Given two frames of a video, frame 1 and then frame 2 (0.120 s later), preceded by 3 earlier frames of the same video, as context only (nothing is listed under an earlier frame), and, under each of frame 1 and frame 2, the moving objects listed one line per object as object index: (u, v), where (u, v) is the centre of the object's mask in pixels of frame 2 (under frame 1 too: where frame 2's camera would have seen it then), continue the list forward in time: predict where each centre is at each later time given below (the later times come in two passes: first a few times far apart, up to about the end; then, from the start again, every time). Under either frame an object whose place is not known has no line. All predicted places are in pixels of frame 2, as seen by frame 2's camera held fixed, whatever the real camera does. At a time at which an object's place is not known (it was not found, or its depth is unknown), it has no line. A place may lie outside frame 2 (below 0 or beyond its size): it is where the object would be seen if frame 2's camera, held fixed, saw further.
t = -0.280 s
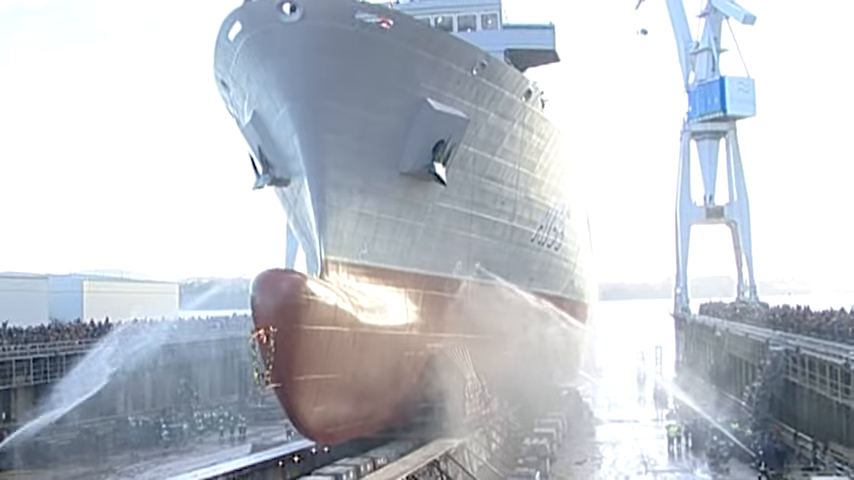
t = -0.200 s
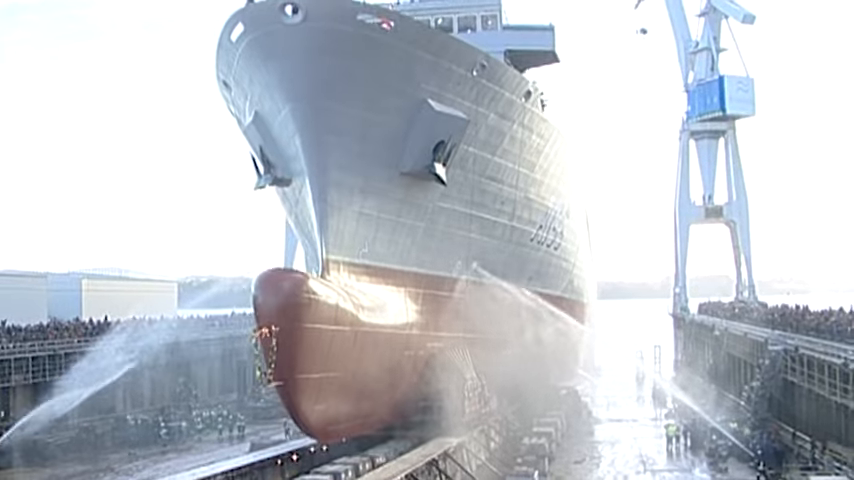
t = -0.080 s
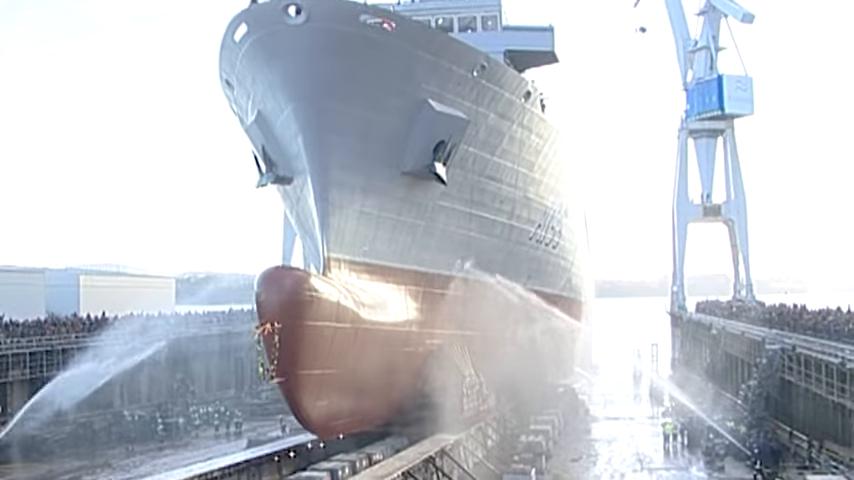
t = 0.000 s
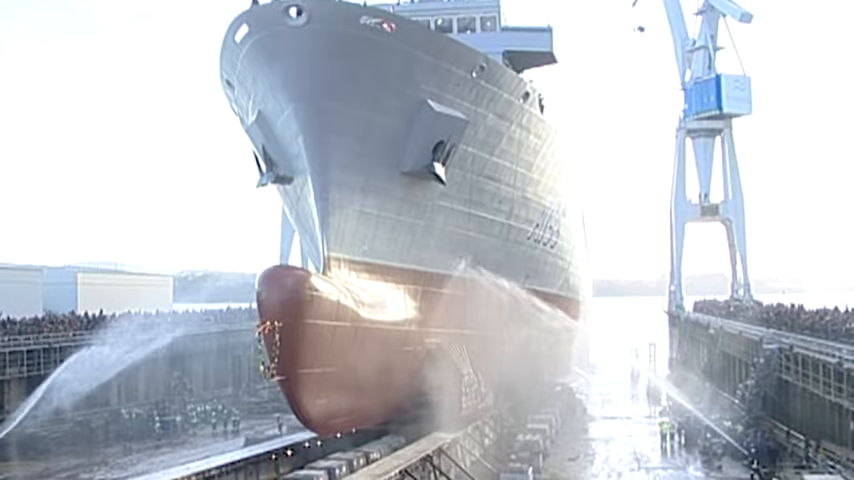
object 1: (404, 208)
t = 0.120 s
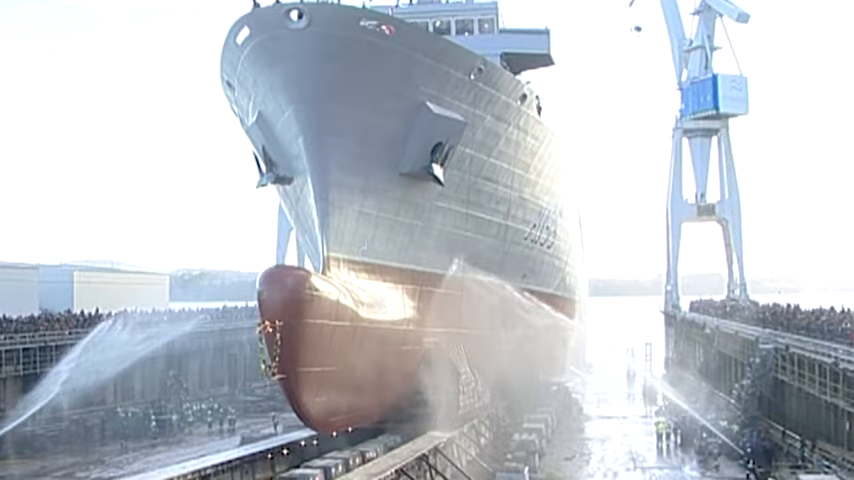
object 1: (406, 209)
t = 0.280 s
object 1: (408, 210)
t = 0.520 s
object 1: (412, 212)
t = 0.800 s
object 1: (418, 214)
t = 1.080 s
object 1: (423, 217)
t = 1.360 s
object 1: (428, 219)
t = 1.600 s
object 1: (431, 221)
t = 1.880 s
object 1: (435, 223)
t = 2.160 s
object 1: (439, 225)
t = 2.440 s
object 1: (442, 227)
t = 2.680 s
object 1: (446, 229)
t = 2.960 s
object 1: (449, 231)
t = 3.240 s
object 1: (454, 232)
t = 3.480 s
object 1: (457, 235)
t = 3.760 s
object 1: (460, 237)
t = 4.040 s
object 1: (463, 239)
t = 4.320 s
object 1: (466, 241)
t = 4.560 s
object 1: (468, 242)
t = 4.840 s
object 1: (470, 244)
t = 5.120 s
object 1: (473, 245)
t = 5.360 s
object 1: (474, 246)
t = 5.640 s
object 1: (476, 247)
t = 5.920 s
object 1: (479, 249)
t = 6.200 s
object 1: (481, 250)
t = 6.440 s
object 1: (482, 250)
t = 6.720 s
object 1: (484, 252)
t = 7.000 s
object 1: (485, 254)
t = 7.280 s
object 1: (487, 255)
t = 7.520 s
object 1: (488, 256)
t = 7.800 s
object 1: (490, 257)
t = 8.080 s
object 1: (493, 261)
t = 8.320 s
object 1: (495, 262)
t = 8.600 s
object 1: (497, 262)
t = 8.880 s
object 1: (499, 264)
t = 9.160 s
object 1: (500, 265)
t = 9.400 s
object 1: (501, 264)
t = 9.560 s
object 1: (502, 264)
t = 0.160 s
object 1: (407, 210)
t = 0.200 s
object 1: (407, 209)
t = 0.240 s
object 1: (407, 210)
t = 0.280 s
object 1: (408, 210)
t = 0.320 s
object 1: (408, 210)
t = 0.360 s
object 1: (409, 211)
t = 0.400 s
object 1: (410, 211)
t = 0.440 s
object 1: (410, 212)
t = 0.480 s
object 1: (411, 212)
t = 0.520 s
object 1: (412, 212)
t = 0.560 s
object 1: (412, 213)
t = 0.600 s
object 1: (413, 213)
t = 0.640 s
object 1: (414, 212)
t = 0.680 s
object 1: (415, 213)
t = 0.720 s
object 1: (416, 213)
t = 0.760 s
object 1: (417, 213)
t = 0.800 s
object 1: (418, 214)
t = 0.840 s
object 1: (419, 214)
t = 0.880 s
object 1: (419, 214)
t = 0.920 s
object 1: (420, 215)
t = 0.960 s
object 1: (421, 215)
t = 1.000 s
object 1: (422, 215)
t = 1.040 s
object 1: (423, 216)
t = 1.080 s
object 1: (423, 217)
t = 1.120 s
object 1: (424, 217)
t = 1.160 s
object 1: (425, 217)
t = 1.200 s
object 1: (425, 218)
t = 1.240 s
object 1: (426, 218)
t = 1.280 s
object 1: (426, 219)
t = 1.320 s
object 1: (427, 219)
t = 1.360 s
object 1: (428, 219)
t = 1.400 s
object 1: (428, 219)
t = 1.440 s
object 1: (429, 220)
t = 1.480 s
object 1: (430, 220)
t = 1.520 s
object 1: (430, 220)
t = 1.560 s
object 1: (431, 221)
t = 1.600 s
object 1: (431, 221)
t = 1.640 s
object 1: (432, 221)
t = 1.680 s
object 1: (432, 221)
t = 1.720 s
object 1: (433, 222)
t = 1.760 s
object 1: (434, 222)
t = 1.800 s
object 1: (434, 222)
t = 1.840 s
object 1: (435, 223)
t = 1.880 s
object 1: (435, 223)
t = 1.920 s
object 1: (436, 223)
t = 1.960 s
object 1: (436, 223)
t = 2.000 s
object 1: (437, 224)
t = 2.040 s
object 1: (437, 224)
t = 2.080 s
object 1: (438, 224)
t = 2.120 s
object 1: (438, 224)
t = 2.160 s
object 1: (439, 225)
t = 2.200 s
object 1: (439, 225)
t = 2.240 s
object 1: (440, 225)
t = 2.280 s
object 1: (440, 226)
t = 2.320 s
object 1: (441, 226)
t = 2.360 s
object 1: (441, 226)
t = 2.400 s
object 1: (442, 226)
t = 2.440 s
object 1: (442, 227)
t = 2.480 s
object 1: (443, 227)
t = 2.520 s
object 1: (444, 227)
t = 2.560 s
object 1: (444, 228)
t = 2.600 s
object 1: (445, 229)
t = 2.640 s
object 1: (446, 229)
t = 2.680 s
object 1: (446, 229)
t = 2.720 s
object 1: (447, 229)
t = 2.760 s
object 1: (447, 230)
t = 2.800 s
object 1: (448, 230)
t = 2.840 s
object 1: (448, 231)
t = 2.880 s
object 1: (449, 231)
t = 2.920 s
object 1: (449, 231)
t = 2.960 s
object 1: (449, 231)
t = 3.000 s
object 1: (450, 231)
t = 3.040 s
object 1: (450, 231)
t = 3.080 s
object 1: (451, 231)
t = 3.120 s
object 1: (451, 231)
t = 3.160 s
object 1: (452, 232)
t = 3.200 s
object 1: (453, 232)
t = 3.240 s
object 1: (454, 232)
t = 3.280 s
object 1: (454, 232)
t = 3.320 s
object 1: (455, 233)
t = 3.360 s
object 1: (455, 233)
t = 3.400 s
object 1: (456, 233)
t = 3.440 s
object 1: (457, 234)
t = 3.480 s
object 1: (457, 235)
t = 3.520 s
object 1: (458, 235)
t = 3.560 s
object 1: (458, 235)
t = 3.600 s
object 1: (459, 235)
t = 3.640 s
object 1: (459, 235)
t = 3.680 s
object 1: (459, 236)
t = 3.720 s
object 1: (460, 237)
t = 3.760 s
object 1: (460, 237)
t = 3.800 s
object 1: (461, 237)
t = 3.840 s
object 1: (461, 237)
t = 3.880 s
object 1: (461, 238)
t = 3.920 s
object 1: (462, 239)
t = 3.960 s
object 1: (463, 239)
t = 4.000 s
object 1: (463, 239)
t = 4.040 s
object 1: (463, 239)
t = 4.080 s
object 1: (464, 240)
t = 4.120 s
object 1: (464, 239)
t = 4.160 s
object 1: (464, 240)
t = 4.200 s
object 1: (464, 240)
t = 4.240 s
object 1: (465, 241)
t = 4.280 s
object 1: (465, 240)
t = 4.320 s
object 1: (466, 241)
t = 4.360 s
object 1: (466, 241)
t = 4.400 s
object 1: (467, 241)
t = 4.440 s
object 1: (467, 241)
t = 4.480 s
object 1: (468, 242)
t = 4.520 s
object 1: (468, 242)
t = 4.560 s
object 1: (468, 242)
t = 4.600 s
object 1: (469, 243)
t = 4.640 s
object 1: (469, 243)
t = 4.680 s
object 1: (469, 243)
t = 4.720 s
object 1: (469, 243)
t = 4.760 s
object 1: (469, 243)
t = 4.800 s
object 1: (470, 244)
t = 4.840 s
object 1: (470, 244)
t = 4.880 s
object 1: (470, 244)
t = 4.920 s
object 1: (471, 244)
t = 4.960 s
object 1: (471, 244)
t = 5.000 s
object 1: (471, 244)
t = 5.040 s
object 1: (472, 244)
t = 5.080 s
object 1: (472, 244)
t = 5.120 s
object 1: (473, 245)
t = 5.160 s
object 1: (473, 245)
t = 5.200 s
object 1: (473, 245)
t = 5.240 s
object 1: (474, 246)
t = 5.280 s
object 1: (474, 246)
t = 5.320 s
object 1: (474, 246)
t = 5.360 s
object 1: (474, 246)
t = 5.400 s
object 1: (474, 246)
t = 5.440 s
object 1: (475, 247)
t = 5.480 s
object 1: (475, 247)
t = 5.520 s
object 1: (475, 247)
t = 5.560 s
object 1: (476, 247)
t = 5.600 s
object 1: (476, 248)
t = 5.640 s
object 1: (476, 247)
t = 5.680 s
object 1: (477, 248)
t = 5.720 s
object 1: (477, 248)
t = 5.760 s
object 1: (478, 249)
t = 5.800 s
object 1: (478, 249)
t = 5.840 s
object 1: (478, 249)
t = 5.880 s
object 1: (479, 249)
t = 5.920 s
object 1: (479, 249)
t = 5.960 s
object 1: (479, 249)
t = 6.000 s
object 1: (479, 249)
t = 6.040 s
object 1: (480, 249)
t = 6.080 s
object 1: (480, 250)
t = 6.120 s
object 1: (480, 250)
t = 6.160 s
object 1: (480, 250)
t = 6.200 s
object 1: (481, 250)
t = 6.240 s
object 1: (481, 250)
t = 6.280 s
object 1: (481, 250)
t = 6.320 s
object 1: (481, 251)
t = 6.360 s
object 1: (482, 251)
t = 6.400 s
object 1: (482, 251)
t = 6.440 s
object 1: (482, 250)
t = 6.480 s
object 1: (482, 251)
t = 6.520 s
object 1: (483, 251)
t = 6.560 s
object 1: (483, 251)
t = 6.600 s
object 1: (483, 252)
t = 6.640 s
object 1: (483, 252)
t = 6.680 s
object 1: (483, 252)
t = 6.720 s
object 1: (484, 252)
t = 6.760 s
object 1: (484, 252)
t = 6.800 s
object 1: (484, 253)
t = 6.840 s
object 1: (484, 253)
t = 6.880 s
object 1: (485, 253)
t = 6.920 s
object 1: (485, 253)
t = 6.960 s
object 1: (485, 253)
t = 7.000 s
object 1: (485, 254)
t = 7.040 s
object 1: (486, 254)
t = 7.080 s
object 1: (486, 254)
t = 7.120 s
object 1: (486, 255)
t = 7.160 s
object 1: (486, 255)
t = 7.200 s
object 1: (486, 255)
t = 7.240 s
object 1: (486, 255)
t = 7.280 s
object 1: (487, 255)
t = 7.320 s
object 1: (487, 255)
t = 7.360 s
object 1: (487, 256)
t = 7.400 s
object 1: (488, 256)
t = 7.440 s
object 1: (488, 256)
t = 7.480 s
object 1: (488, 256)
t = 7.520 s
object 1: (488, 256)
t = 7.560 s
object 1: (488, 256)
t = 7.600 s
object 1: (489, 256)
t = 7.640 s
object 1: (489, 256)
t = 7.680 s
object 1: (489, 257)
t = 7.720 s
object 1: (489, 257)
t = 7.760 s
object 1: (489, 257)
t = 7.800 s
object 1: (490, 257)
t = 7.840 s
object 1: (490, 258)
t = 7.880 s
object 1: (491, 258)
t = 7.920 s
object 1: (491, 258)
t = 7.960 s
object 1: (491, 259)
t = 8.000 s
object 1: (492, 259)
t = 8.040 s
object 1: (492, 260)
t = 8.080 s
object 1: (493, 261)
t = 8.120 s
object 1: (493, 261)
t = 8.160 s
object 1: (494, 261)
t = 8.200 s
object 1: (494, 262)
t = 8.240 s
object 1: (494, 262)
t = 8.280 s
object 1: (495, 262)
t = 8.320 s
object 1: (495, 262)
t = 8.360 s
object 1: (496, 262)
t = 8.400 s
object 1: (496, 262)
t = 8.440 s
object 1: (496, 262)
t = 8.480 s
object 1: (497, 263)
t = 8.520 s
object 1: (497, 262)
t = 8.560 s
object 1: (497, 262)
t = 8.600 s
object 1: (497, 262)
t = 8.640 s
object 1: (497, 263)
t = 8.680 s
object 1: (497, 263)
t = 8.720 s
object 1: (498, 264)
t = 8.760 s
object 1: (498, 264)
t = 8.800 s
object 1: (498, 264)
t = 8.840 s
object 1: (499, 264)
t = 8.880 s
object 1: (499, 264)
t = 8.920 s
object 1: (499, 264)
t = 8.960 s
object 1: (499, 264)
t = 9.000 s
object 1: (499, 264)
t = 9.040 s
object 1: (499, 264)
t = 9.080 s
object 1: (500, 264)
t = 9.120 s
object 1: (500, 265)
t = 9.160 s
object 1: (500, 265)
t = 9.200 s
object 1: (500, 265)
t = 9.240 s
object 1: (500, 264)
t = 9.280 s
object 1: (500, 264)
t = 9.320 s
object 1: (501, 264)
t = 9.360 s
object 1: (501, 265)
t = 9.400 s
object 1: (501, 264)
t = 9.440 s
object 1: (501, 265)
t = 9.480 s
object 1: (501, 265)
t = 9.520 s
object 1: (502, 265)
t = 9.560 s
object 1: (502, 264)
